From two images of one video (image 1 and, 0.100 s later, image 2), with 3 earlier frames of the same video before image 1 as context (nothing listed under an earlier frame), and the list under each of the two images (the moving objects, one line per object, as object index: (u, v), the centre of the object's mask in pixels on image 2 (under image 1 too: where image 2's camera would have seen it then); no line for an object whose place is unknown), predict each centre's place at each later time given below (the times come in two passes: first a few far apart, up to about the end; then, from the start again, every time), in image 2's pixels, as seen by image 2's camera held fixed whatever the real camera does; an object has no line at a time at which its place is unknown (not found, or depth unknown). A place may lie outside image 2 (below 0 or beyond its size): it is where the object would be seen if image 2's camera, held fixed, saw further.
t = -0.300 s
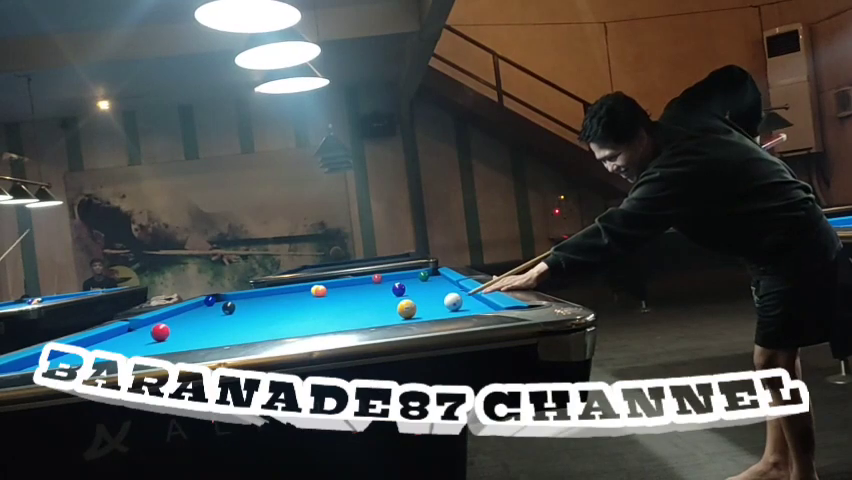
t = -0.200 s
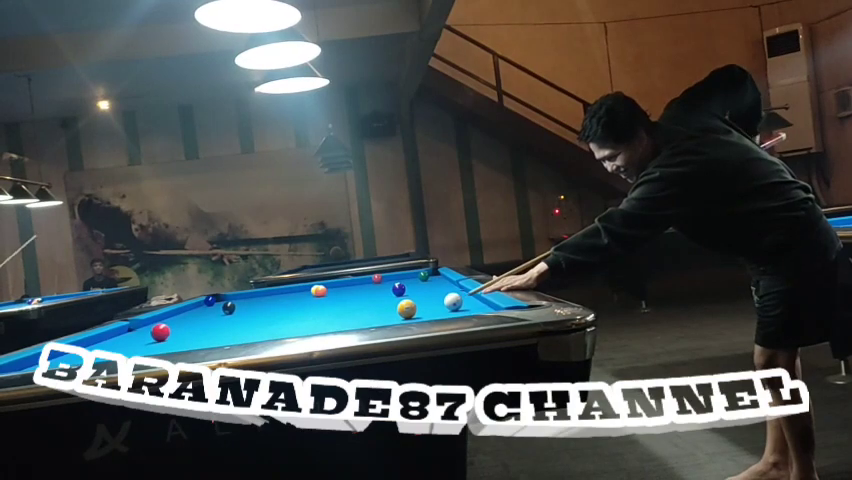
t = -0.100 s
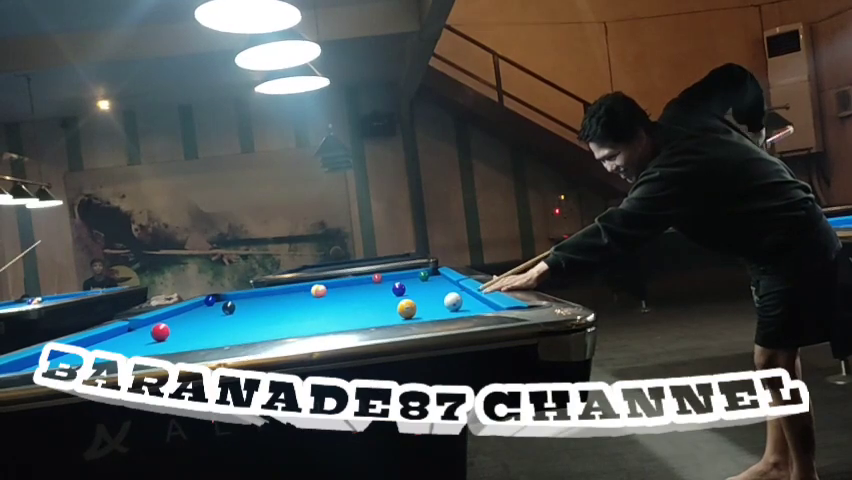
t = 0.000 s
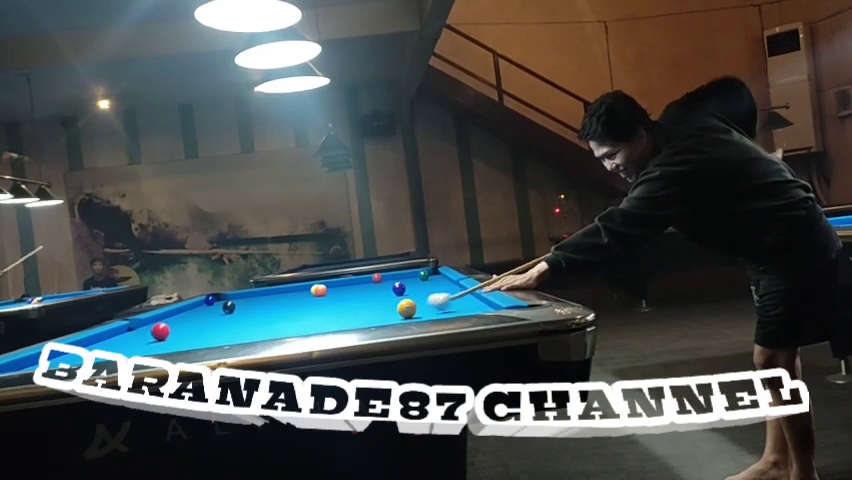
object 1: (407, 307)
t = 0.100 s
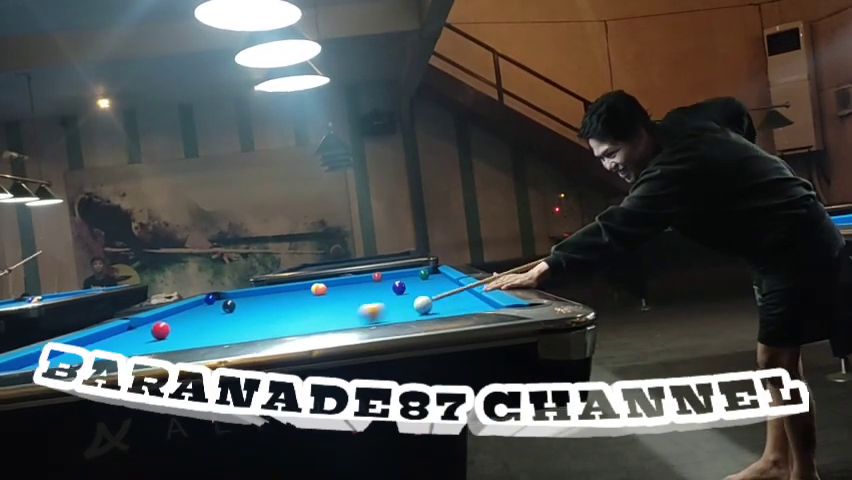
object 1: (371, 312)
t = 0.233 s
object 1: (308, 321)
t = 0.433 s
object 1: (221, 335)
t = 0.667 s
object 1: (115, 350)
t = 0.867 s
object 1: (13, 366)
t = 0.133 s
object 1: (355, 314)
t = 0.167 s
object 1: (339, 317)
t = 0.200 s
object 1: (323, 319)
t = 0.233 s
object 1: (308, 321)
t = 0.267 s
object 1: (293, 324)
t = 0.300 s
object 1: (280, 326)
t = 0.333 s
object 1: (266, 328)
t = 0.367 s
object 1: (250, 330)
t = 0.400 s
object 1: (236, 333)
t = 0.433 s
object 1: (221, 335)
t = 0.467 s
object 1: (206, 338)
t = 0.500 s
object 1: (192, 339)
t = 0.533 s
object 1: (177, 341)
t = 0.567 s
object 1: (162, 343)
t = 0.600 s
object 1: (146, 346)
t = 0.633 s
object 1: (132, 348)
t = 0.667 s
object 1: (115, 350)
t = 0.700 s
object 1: (100, 353)
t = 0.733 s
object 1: (83, 355)
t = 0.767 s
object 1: (67, 358)
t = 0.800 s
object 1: (49, 360)
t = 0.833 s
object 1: (32, 363)
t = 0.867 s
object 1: (13, 366)
